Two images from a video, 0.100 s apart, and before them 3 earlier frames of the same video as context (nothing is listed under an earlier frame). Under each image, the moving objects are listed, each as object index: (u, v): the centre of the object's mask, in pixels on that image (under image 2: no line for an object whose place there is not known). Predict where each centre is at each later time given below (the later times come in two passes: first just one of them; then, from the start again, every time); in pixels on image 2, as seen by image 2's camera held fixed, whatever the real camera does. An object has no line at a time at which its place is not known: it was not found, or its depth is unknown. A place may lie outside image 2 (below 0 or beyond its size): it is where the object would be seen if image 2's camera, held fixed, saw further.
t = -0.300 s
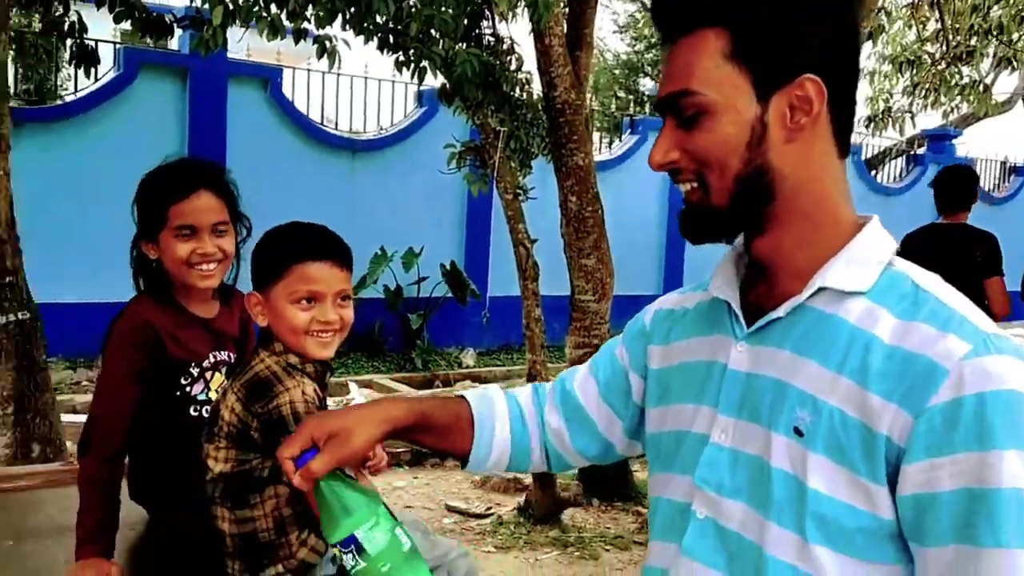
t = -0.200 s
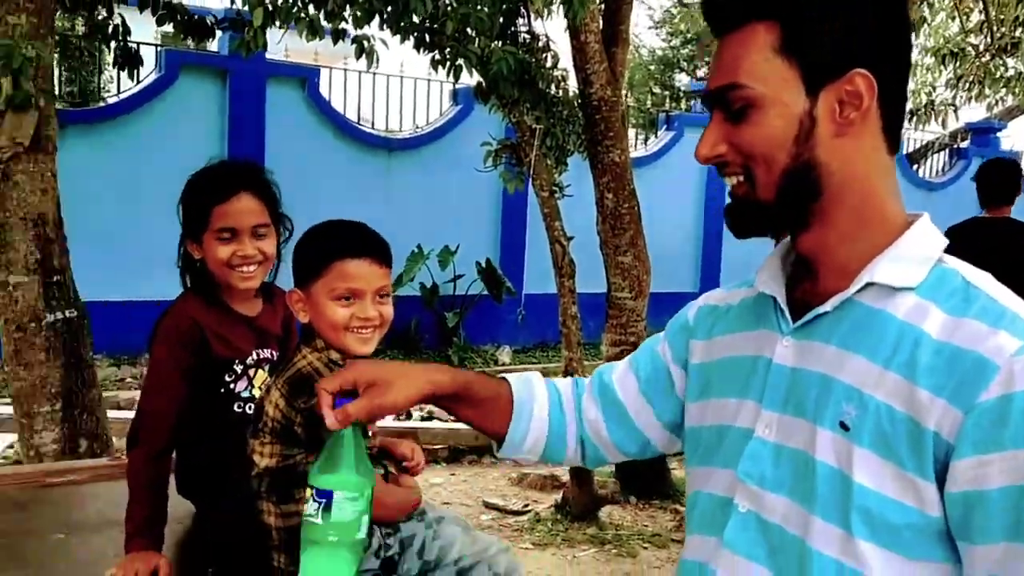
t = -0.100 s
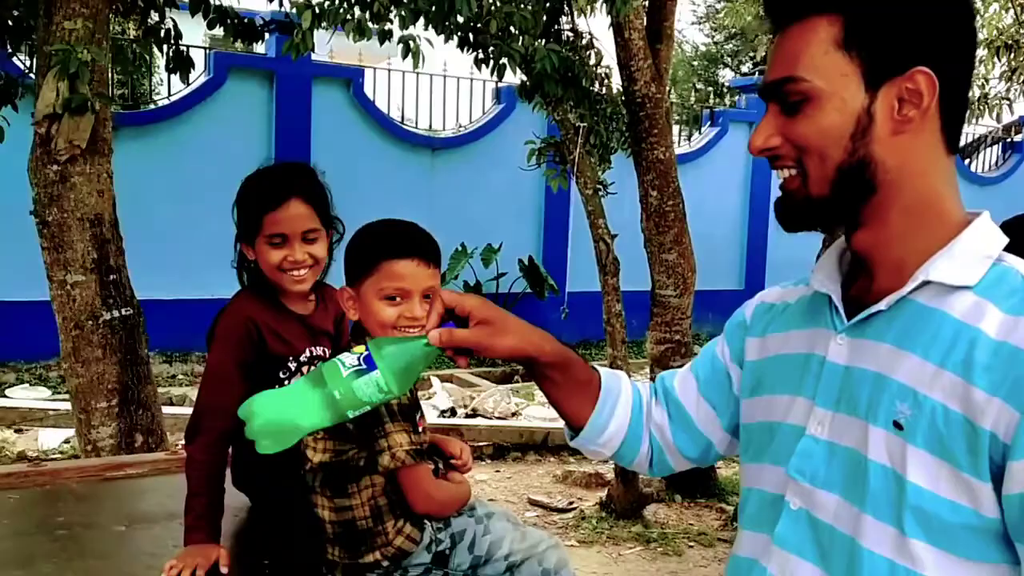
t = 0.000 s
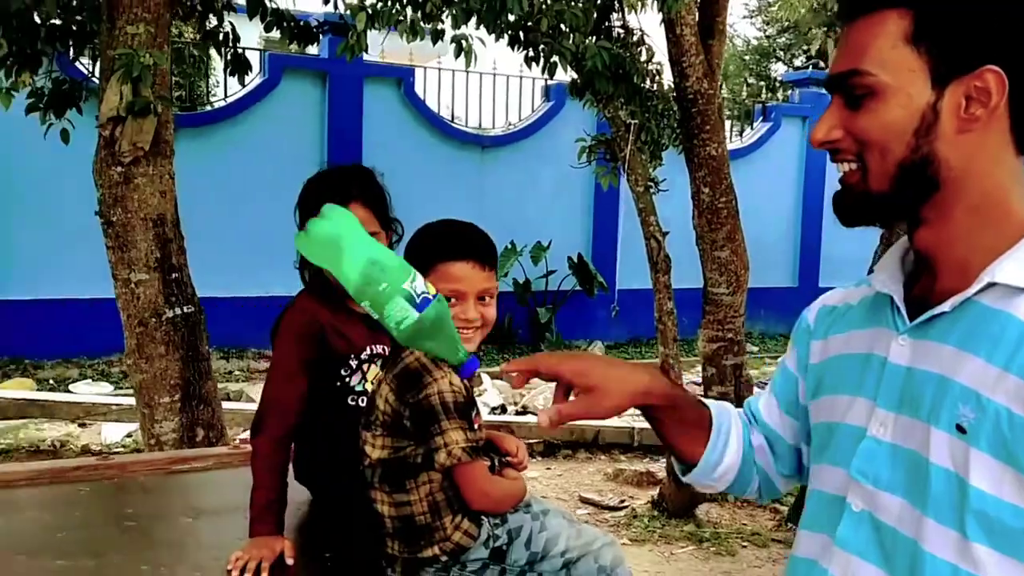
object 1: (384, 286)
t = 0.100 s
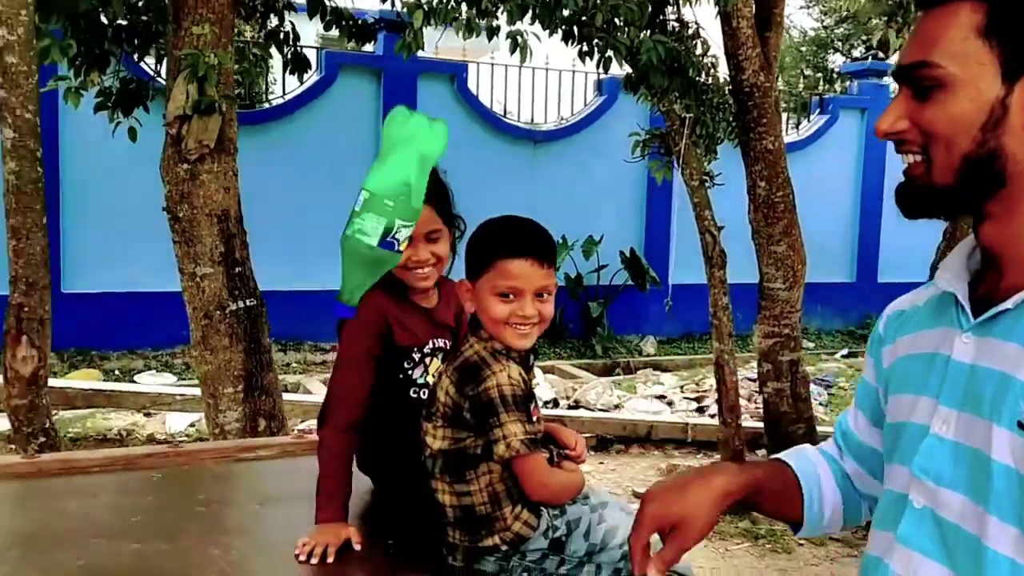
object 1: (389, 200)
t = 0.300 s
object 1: (361, 219)
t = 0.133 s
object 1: (375, 184)
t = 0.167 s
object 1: (368, 171)
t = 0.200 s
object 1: (363, 168)
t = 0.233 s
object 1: (360, 174)
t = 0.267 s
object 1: (360, 190)
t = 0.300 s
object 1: (361, 219)
